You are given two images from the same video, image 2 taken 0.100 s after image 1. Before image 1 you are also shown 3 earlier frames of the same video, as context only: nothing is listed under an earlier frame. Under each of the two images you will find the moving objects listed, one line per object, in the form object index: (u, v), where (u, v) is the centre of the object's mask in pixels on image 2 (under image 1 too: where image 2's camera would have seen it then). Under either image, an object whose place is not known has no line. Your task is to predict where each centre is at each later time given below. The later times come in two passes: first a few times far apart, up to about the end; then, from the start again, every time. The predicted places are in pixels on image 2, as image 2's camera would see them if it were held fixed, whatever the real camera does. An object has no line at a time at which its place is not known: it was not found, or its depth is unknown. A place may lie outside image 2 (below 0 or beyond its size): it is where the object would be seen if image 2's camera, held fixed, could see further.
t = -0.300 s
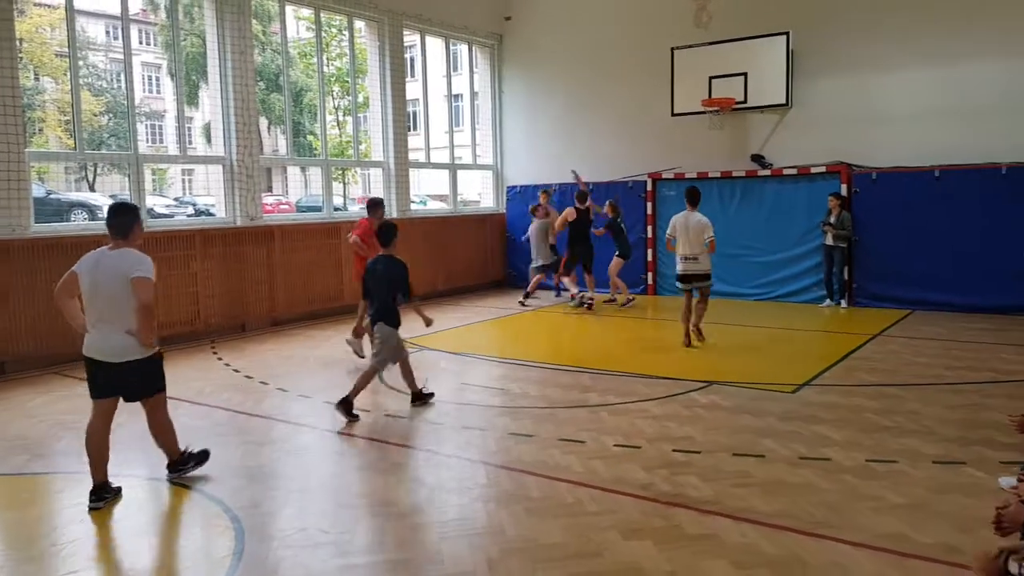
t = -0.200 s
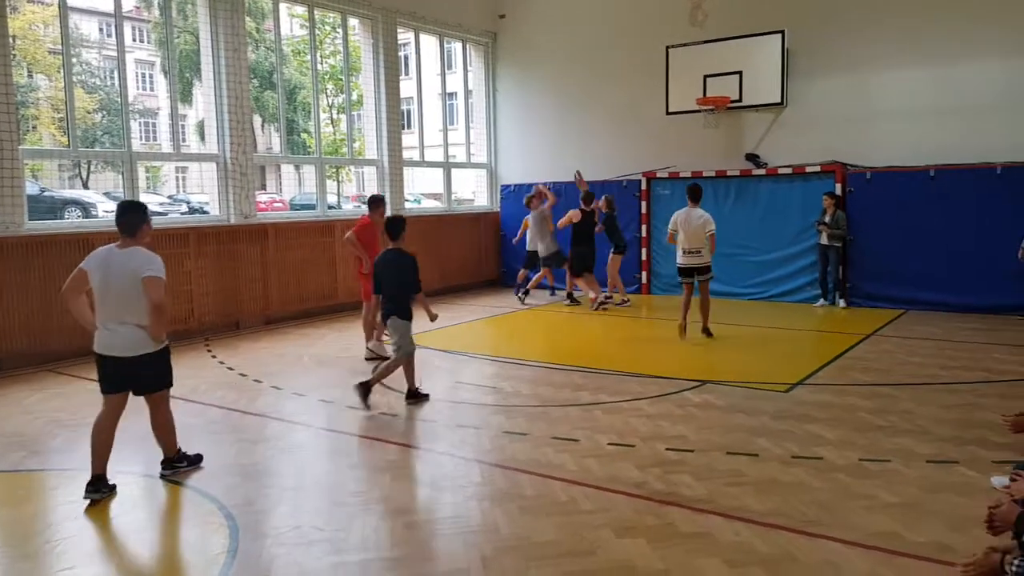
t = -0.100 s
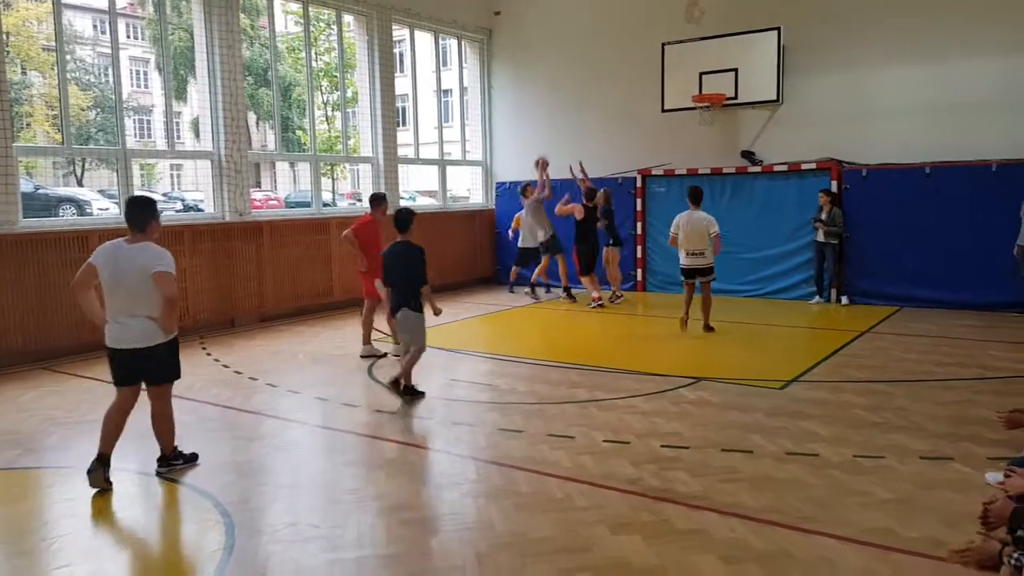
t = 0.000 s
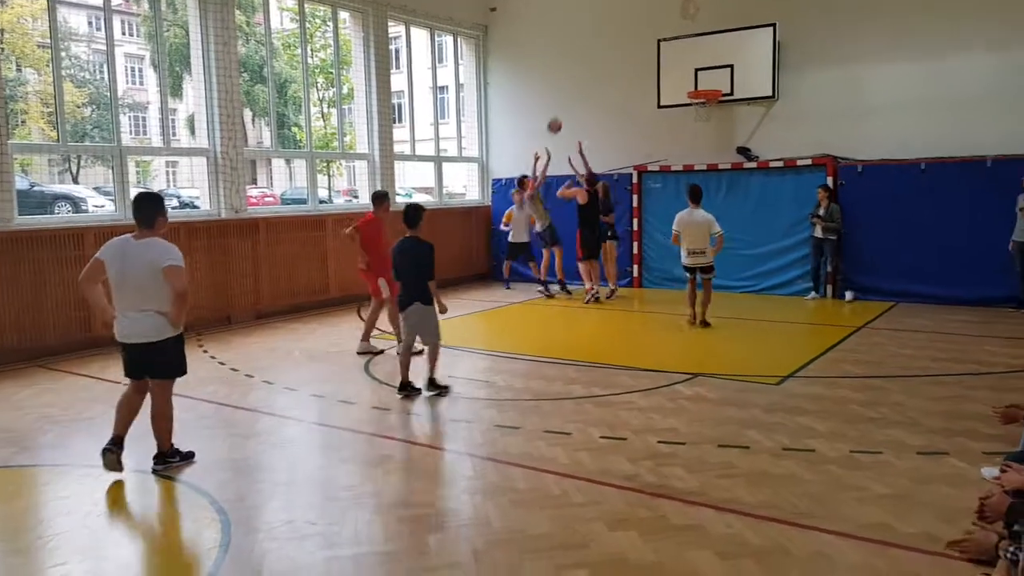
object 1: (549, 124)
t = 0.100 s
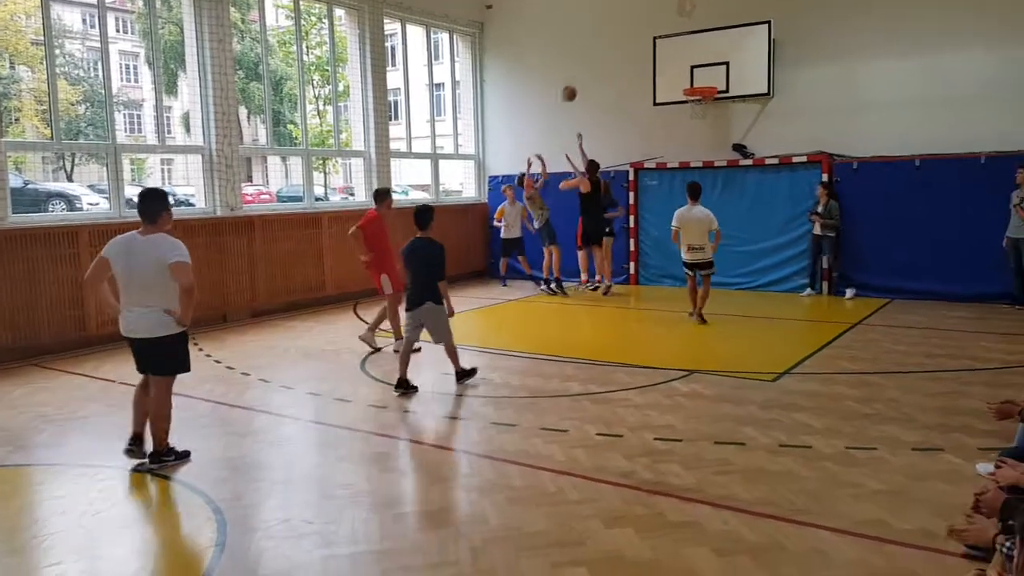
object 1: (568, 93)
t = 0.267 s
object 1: (597, 53)
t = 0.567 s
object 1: (653, 31)
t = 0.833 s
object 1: (703, 57)
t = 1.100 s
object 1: (714, 54)
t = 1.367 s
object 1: (720, 52)
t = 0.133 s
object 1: (574, 84)
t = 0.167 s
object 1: (579, 75)
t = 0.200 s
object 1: (584, 67)
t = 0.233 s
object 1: (590, 60)
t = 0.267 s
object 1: (597, 53)
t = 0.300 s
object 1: (603, 48)
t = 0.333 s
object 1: (609, 44)
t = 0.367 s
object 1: (616, 40)
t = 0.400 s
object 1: (622, 37)
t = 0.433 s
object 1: (627, 34)
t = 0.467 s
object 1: (633, 32)
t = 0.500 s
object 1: (640, 31)
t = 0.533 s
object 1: (647, 30)
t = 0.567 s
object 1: (653, 31)
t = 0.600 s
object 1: (661, 32)
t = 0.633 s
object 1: (668, 34)
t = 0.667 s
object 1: (676, 38)
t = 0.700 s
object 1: (683, 41)
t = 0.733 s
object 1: (690, 44)
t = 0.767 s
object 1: (697, 50)
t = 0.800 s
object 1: (700, 54)
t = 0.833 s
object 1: (703, 57)
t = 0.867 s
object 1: (705, 63)
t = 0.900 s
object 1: (707, 70)
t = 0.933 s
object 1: (709, 75)
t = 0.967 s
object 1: (710, 75)
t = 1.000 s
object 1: (712, 68)
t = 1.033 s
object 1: (713, 63)
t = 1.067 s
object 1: (713, 59)
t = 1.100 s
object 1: (714, 54)
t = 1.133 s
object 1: (715, 52)
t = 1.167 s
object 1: (716, 50)
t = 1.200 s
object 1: (716, 48)
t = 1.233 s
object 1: (717, 47)
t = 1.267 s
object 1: (718, 47)
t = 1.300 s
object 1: (718, 48)
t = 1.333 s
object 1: (719, 49)
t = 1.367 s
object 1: (720, 52)
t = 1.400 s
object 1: (721, 54)
